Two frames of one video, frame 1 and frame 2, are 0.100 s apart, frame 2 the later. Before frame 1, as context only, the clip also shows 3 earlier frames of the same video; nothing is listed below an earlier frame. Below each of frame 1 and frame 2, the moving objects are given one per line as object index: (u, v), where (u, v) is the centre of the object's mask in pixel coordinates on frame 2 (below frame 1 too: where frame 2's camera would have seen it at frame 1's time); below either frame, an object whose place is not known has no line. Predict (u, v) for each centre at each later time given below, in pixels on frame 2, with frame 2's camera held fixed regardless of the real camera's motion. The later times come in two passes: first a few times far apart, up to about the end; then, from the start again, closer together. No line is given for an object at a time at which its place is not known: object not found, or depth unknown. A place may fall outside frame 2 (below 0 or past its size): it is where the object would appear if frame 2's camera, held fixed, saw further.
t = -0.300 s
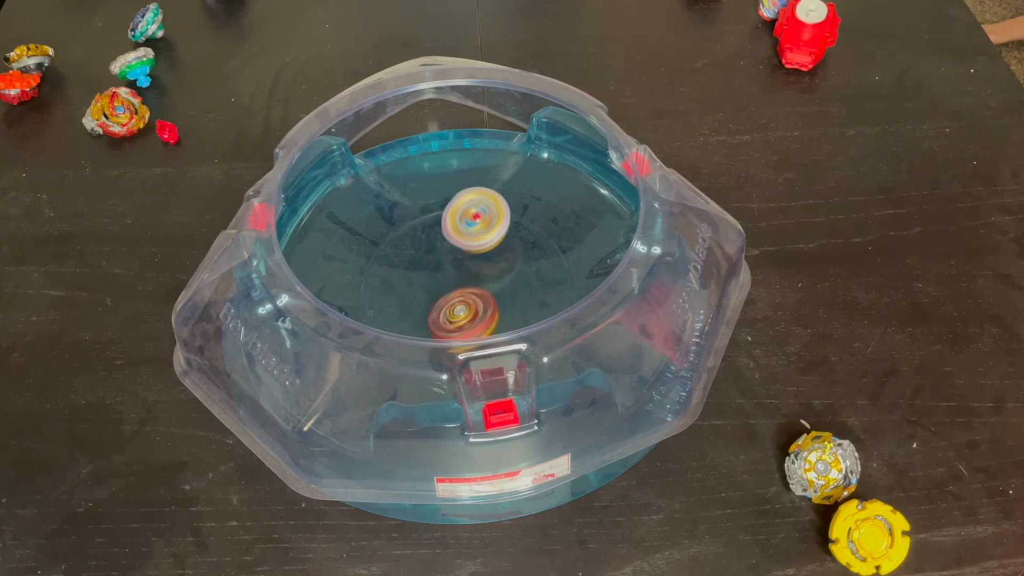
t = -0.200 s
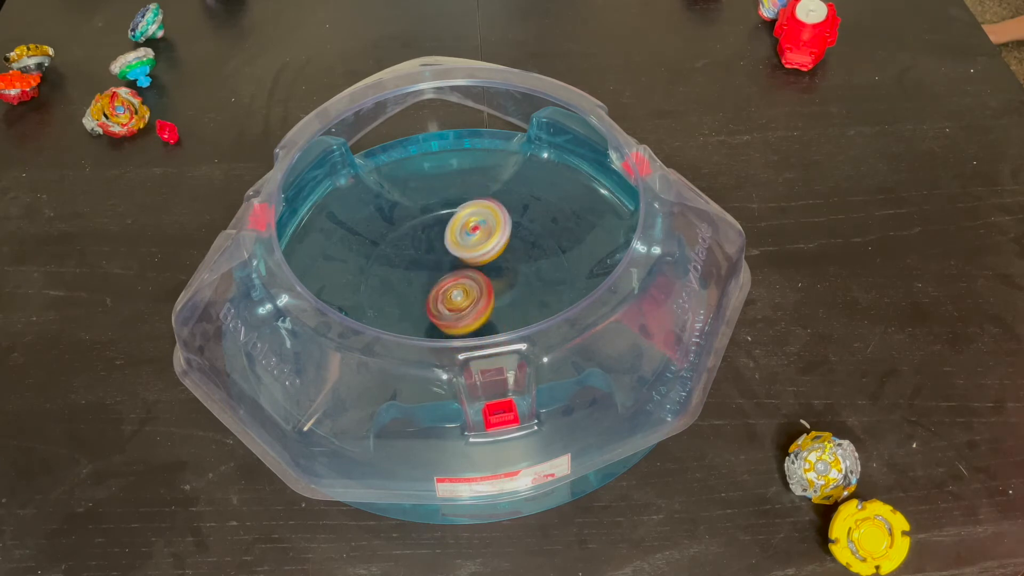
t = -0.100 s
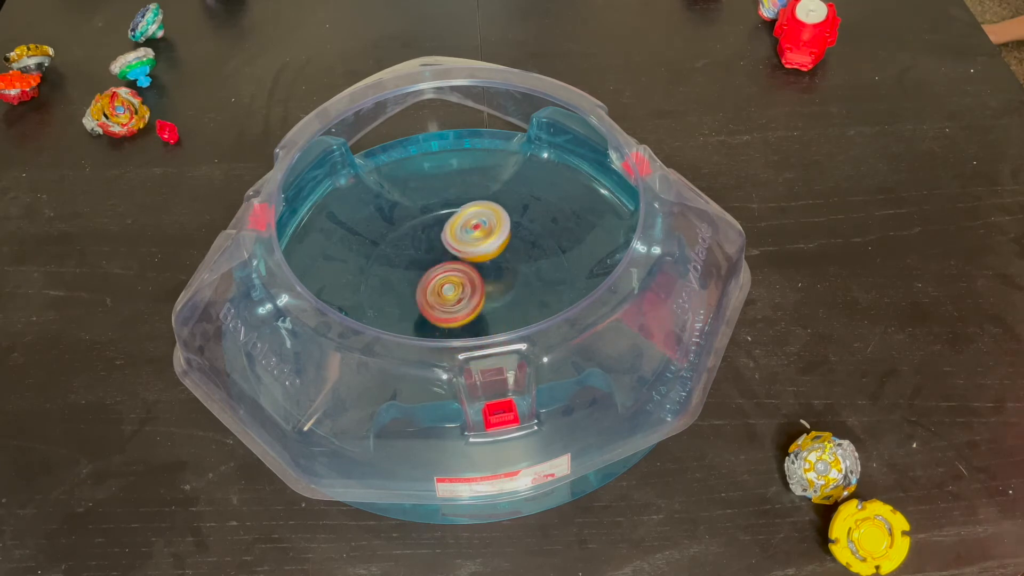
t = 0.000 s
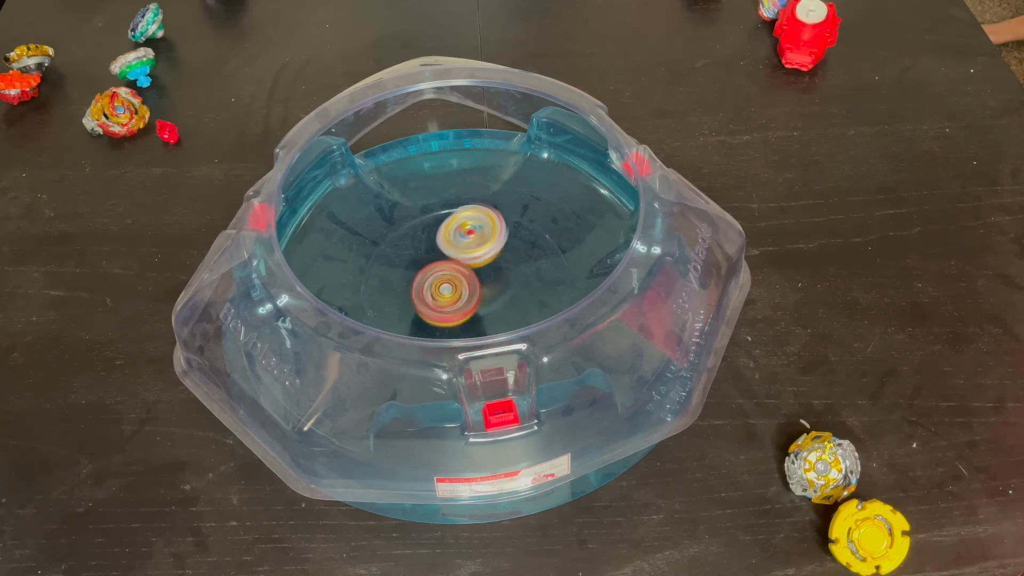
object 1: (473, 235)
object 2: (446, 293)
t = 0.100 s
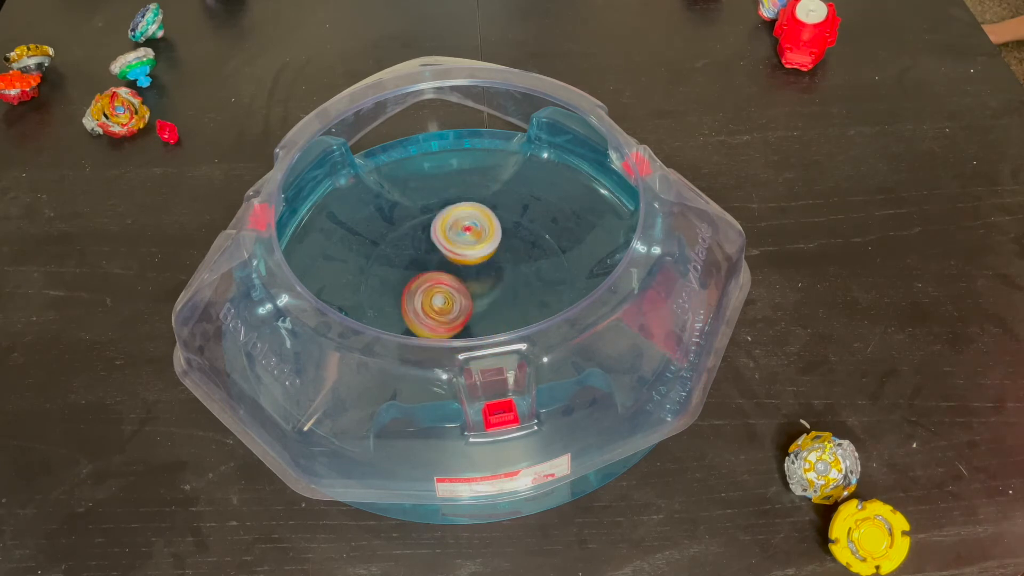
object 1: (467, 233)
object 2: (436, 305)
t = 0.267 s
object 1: (456, 223)
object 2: (418, 315)
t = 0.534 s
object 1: (447, 250)
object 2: (423, 314)
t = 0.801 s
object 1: (464, 247)
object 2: (437, 308)
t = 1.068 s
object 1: (483, 239)
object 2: (427, 279)
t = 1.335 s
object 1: (503, 241)
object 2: (415, 271)
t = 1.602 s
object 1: (488, 262)
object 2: (418, 267)
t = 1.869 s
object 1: (489, 274)
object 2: (412, 266)
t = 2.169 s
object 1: (490, 287)
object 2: (402, 257)
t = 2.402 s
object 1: (490, 295)
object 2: (412, 254)
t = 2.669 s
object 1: (475, 289)
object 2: (418, 248)
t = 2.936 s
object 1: (484, 277)
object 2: (425, 244)
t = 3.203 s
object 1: (496, 280)
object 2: (432, 241)
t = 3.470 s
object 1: (490, 284)
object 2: (437, 240)
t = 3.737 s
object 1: (486, 275)
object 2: (440, 236)
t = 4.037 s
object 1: (491, 274)
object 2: (441, 236)
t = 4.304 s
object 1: (483, 278)
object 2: (442, 237)
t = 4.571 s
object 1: (470, 286)
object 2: (448, 235)
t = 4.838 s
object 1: (468, 287)
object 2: (453, 234)
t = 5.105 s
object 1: (471, 308)
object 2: (457, 240)
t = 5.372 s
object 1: (457, 295)
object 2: (471, 245)
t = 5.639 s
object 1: (452, 308)
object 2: (472, 229)
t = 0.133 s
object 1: (467, 230)
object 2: (432, 310)
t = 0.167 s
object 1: (463, 227)
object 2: (426, 311)
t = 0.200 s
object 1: (462, 225)
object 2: (422, 313)
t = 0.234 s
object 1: (458, 225)
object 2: (419, 314)
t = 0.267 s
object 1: (456, 223)
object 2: (418, 315)
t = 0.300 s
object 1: (453, 226)
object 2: (417, 316)
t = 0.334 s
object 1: (451, 227)
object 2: (417, 317)
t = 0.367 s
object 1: (450, 231)
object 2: (417, 317)
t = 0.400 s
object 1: (448, 234)
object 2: (418, 317)
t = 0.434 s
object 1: (449, 238)
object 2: (418, 317)
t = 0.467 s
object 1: (448, 242)
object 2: (419, 316)
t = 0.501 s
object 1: (450, 246)
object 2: (419, 316)
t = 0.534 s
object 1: (447, 250)
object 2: (423, 314)
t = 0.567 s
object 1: (449, 253)
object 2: (425, 313)
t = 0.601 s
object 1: (448, 255)
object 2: (429, 311)
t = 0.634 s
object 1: (452, 252)
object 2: (432, 311)
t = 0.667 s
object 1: (454, 251)
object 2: (436, 311)
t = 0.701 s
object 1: (457, 250)
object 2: (437, 310)
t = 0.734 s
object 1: (457, 251)
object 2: (437, 310)
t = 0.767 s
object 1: (460, 248)
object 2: (437, 309)
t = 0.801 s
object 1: (464, 247)
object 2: (437, 308)
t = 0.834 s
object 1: (464, 245)
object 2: (436, 306)
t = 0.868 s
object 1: (468, 243)
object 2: (436, 303)
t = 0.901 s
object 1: (469, 241)
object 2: (436, 299)
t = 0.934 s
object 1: (474, 240)
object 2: (435, 296)
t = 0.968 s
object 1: (475, 240)
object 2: (434, 292)
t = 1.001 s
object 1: (477, 238)
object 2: (431, 287)
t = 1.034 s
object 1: (482, 239)
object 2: (430, 283)
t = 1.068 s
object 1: (483, 239)
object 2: (427, 279)
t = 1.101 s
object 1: (489, 237)
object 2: (422, 277)
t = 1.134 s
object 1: (490, 237)
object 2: (418, 275)
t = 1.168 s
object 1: (493, 235)
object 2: (416, 274)
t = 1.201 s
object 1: (495, 236)
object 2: (415, 272)
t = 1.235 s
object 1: (497, 236)
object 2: (414, 273)
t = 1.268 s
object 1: (501, 237)
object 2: (415, 272)
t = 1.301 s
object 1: (500, 239)
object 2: (414, 271)
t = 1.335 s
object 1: (503, 241)
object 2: (415, 271)
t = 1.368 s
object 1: (501, 245)
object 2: (414, 270)
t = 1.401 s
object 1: (501, 247)
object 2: (415, 269)
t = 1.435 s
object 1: (501, 251)
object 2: (415, 269)
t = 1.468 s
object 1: (498, 253)
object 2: (415, 269)
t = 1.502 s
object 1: (497, 255)
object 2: (416, 268)
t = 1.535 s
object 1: (493, 258)
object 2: (417, 268)
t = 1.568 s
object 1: (491, 260)
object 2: (417, 267)
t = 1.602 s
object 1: (488, 262)
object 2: (418, 267)
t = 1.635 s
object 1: (488, 263)
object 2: (417, 268)
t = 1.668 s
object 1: (491, 264)
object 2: (415, 269)
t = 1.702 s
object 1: (488, 267)
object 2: (416, 269)
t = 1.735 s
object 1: (490, 268)
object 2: (412, 270)
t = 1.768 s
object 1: (491, 270)
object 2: (412, 268)
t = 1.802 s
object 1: (490, 271)
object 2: (412, 267)
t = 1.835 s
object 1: (491, 272)
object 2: (411, 266)
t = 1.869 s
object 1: (489, 274)
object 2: (412, 266)
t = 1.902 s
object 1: (488, 275)
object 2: (413, 265)
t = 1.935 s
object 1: (488, 276)
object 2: (413, 264)
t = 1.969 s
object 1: (484, 277)
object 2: (414, 263)
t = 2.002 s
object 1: (483, 277)
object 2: (413, 263)
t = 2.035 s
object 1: (481, 279)
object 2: (414, 262)
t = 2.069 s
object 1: (482, 280)
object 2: (410, 261)
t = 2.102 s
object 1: (488, 283)
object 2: (404, 258)
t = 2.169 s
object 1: (490, 287)
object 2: (402, 257)
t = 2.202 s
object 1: (491, 288)
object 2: (402, 258)
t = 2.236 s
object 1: (494, 288)
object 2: (404, 258)
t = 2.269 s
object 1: (494, 290)
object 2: (407, 257)
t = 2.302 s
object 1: (495, 290)
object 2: (409, 256)
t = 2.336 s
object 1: (496, 291)
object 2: (411, 255)
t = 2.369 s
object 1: (493, 294)
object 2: (411, 254)
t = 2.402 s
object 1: (490, 295)
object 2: (412, 254)
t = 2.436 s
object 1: (489, 295)
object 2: (412, 253)
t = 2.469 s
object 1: (486, 296)
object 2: (413, 253)
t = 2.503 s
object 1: (483, 295)
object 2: (414, 252)
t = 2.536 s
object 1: (482, 294)
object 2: (414, 251)
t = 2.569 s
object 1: (478, 294)
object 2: (414, 251)
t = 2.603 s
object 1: (476, 291)
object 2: (415, 250)
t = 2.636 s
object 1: (476, 289)
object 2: (417, 250)
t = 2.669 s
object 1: (475, 289)
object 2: (418, 248)
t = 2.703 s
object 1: (476, 286)
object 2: (419, 248)
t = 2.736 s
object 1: (478, 285)
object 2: (420, 247)
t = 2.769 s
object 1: (478, 285)
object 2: (421, 246)
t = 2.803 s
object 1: (478, 282)
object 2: (422, 246)
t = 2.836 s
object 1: (481, 281)
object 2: (423, 246)
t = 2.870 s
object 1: (480, 281)
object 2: (423, 245)
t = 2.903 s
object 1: (480, 278)
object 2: (424, 245)
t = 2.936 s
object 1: (484, 277)
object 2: (425, 244)
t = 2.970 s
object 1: (484, 278)
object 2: (426, 244)
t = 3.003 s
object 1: (485, 276)
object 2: (428, 243)
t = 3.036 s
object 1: (489, 275)
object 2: (428, 243)
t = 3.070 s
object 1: (489, 276)
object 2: (430, 242)
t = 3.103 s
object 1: (490, 276)
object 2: (431, 242)
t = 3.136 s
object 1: (494, 276)
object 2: (431, 242)
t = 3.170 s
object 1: (495, 278)
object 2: (432, 241)
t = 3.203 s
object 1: (496, 280)
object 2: (432, 241)
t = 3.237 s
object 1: (498, 281)
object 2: (434, 241)
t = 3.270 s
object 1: (496, 284)
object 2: (435, 240)
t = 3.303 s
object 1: (495, 284)
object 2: (435, 240)
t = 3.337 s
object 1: (494, 285)
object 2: (435, 240)
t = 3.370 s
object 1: (492, 286)
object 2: (435, 240)
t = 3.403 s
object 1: (492, 285)
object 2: (436, 240)
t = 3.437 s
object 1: (492, 284)
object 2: (437, 240)
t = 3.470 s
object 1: (490, 284)
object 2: (437, 240)
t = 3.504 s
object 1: (487, 282)
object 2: (438, 240)
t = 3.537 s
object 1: (485, 280)
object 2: (439, 239)
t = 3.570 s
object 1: (484, 278)
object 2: (439, 238)
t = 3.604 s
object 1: (485, 278)
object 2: (437, 237)
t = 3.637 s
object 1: (485, 278)
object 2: (436, 238)
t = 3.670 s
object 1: (484, 279)
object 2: (438, 238)
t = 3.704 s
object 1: (482, 276)
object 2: (439, 236)
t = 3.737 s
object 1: (486, 275)
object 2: (440, 236)
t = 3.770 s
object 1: (488, 274)
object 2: (440, 236)
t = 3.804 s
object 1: (488, 273)
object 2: (440, 236)
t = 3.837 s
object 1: (489, 270)
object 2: (442, 237)
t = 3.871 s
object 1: (493, 270)
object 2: (443, 236)
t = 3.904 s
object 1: (491, 270)
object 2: (442, 235)
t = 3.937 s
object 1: (491, 270)
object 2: (442, 236)
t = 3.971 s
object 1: (493, 271)
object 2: (443, 236)
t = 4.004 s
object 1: (491, 273)
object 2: (444, 236)
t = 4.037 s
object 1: (491, 274)
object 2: (441, 236)
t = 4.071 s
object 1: (492, 275)
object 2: (440, 236)
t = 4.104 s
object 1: (491, 276)
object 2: (441, 238)
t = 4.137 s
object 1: (488, 277)
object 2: (443, 238)
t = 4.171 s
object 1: (489, 277)
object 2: (444, 237)
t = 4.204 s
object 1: (492, 277)
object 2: (443, 236)
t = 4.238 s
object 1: (491, 279)
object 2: (441, 236)
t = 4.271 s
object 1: (487, 279)
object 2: (441, 237)
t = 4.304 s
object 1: (483, 278)
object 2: (442, 237)
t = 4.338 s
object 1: (482, 280)
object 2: (446, 237)
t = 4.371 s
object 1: (479, 285)
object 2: (448, 236)
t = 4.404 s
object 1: (477, 288)
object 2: (448, 235)
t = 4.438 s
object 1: (475, 287)
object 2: (448, 235)
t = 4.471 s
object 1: (472, 287)
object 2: (446, 235)
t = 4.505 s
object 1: (470, 286)
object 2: (447, 236)
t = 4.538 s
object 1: (469, 286)
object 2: (448, 236)
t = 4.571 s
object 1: (470, 286)
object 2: (448, 235)
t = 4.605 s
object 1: (468, 286)
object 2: (447, 235)
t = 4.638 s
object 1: (468, 285)
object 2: (446, 234)
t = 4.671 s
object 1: (469, 287)
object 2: (445, 233)
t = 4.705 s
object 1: (470, 288)
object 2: (444, 234)
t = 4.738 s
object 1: (468, 289)
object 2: (446, 234)
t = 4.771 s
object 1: (466, 288)
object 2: (449, 233)
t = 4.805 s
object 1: (466, 286)
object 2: (452, 233)
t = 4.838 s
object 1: (468, 287)
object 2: (453, 234)
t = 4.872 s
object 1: (466, 287)
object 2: (454, 235)
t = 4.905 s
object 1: (466, 286)
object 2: (453, 235)
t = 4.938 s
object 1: (467, 294)
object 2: (452, 234)
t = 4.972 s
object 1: (468, 299)
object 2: (451, 233)
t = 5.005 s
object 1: (470, 304)
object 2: (451, 233)
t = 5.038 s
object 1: (472, 305)
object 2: (450, 236)
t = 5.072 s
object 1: (472, 308)
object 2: (453, 238)
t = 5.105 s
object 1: (471, 308)
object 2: (457, 240)
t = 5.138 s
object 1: (469, 309)
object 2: (460, 240)
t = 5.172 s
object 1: (464, 308)
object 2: (461, 241)
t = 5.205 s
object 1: (463, 306)
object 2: (461, 242)
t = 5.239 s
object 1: (461, 304)
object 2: (462, 243)
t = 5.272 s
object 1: (462, 302)
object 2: (463, 245)
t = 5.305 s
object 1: (460, 299)
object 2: (466, 247)
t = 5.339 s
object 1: (458, 296)
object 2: (469, 245)
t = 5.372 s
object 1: (457, 295)
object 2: (471, 245)
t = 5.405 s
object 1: (456, 297)
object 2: (472, 244)
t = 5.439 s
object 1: (456, 299)
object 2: (474, 244)
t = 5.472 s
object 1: (456, 297)
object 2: (473, 245)
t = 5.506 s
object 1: (456, 298)
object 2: (473, 242)
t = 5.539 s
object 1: (453, 302)
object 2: (473, 238)
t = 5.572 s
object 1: (452, 305)
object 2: (474, 233)
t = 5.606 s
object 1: (451, 307)
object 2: (474, 231)
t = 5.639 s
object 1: (452, 308)
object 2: (472, 229)
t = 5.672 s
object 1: (451, 307)
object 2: (471, 228)
